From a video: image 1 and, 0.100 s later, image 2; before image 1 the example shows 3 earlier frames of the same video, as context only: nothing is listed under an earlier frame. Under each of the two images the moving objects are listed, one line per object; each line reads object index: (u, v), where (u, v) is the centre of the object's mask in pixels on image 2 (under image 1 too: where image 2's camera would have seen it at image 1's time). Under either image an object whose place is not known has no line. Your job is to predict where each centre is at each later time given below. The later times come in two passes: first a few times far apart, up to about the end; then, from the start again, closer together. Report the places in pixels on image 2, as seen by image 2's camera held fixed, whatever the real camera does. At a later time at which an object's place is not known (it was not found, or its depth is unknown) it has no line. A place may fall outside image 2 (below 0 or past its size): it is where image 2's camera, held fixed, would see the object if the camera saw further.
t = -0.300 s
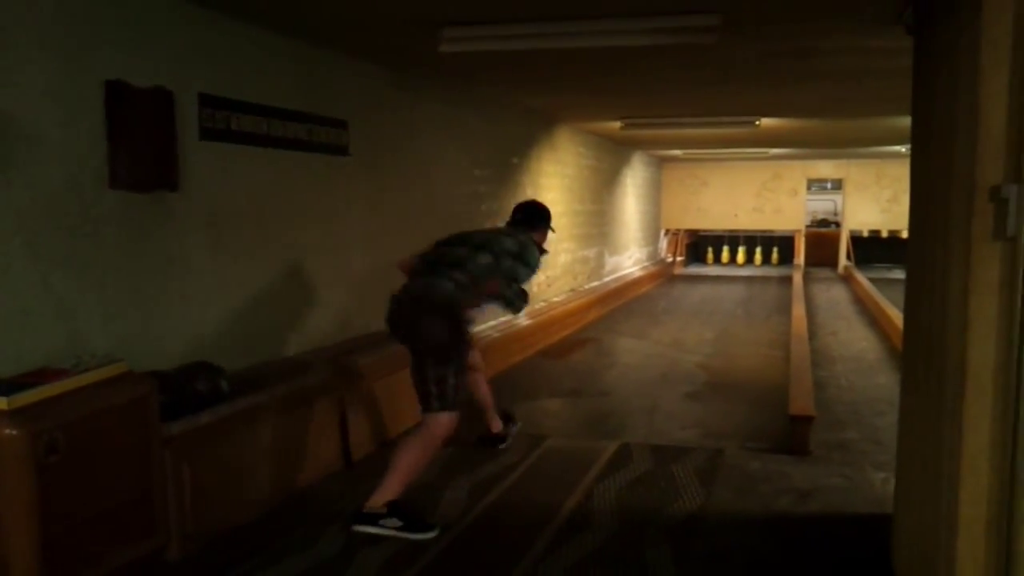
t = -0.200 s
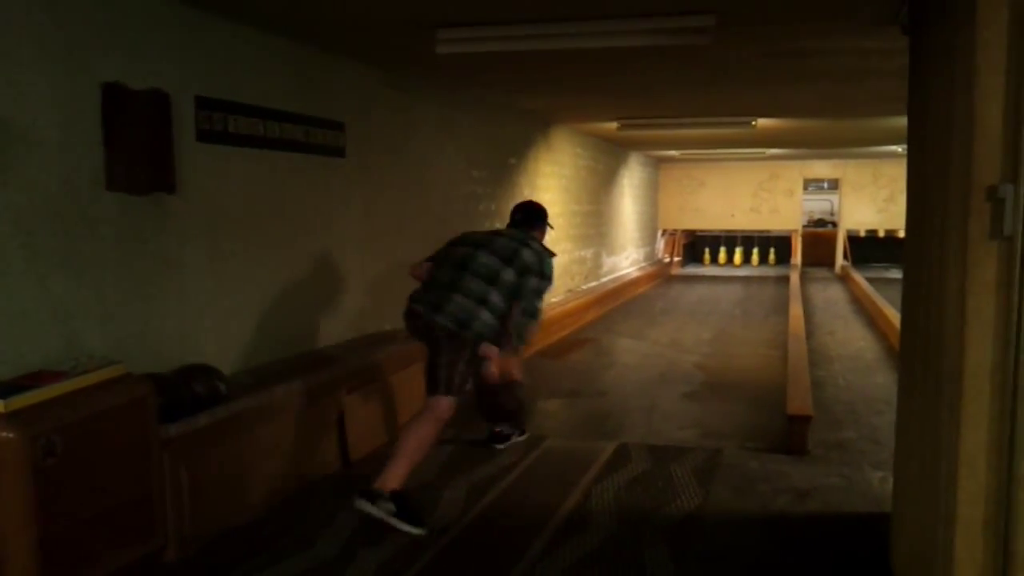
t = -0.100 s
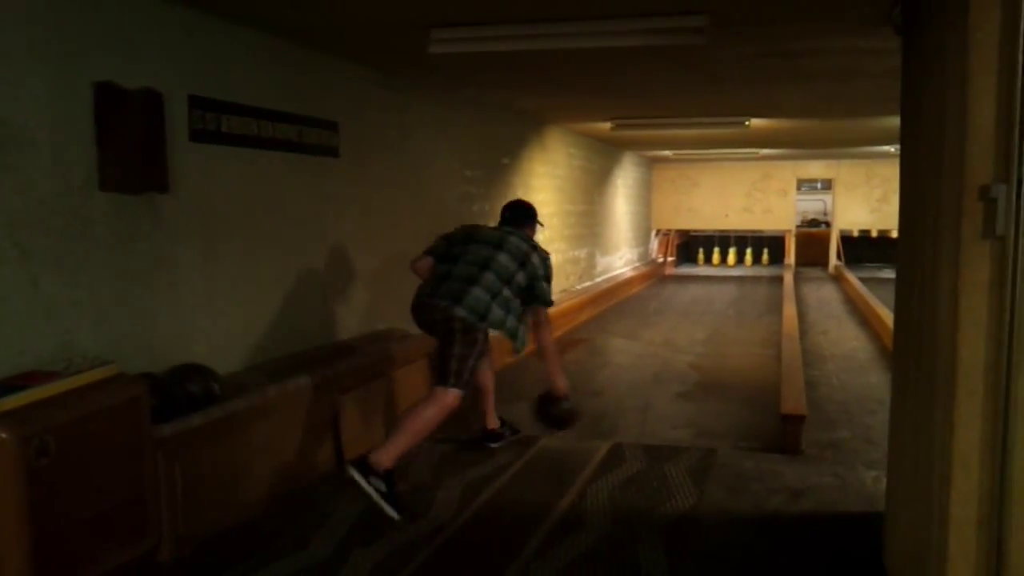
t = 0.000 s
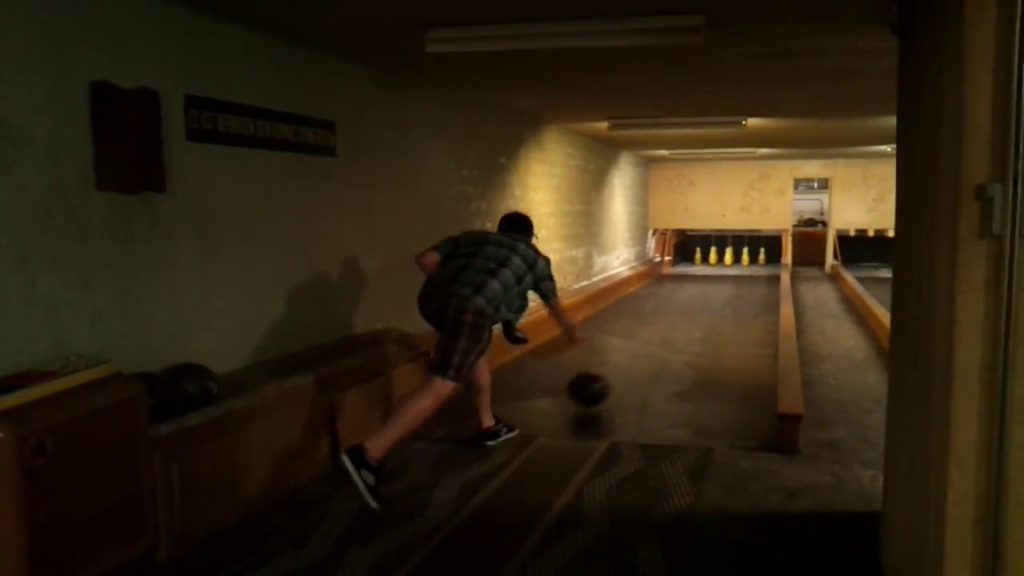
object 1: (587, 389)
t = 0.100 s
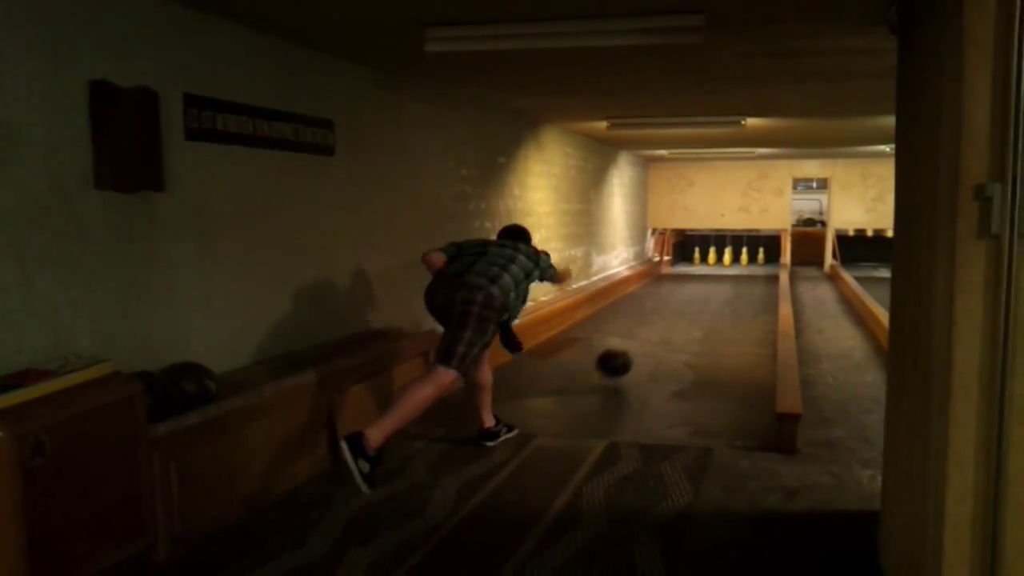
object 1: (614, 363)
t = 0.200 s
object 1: (634, 351)
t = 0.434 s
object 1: (668, 320)
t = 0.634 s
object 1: (686, 303)
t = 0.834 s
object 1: (699, 291)
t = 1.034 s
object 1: (710, 280)
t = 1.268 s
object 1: (719, 271)
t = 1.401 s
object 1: (722, 268)
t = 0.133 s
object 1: (621, 357)
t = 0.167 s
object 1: (628, 353)
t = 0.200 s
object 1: (634, 351)
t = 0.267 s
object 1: (645, 338)
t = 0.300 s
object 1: (649, 336)
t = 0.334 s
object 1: (654, 332)
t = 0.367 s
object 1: (659, 329)
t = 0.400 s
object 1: (663, 324)
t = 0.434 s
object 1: (668, 320)
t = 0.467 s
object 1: (671, 318)
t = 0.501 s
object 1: (674, 315)
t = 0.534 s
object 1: (677, 312)
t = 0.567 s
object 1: (680, 309)
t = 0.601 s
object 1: (683, 305)
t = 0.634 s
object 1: (686, 303)
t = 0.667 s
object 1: (688, 301)
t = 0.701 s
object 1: (691, 299)
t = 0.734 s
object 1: (693, 296)
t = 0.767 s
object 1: (695, 295)
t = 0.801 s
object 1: (697, 292)
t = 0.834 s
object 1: (699, 291)
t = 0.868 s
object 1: (701, 289)
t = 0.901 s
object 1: (703, 287)
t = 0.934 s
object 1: (705, 285)
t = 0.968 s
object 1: (706, 284)
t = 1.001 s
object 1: (708, 283)
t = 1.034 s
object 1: (710, 280)
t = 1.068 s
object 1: (712, 278)
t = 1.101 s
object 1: (714, 277)
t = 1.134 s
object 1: (715, 276)
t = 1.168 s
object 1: (715, 275)
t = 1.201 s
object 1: (717, 273)
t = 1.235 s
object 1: (718, 273)
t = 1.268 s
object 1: (719, 271)
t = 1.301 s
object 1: (720, 270)
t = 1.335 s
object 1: (720, 269)
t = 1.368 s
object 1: (720, 268)
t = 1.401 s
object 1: (722, 268)
